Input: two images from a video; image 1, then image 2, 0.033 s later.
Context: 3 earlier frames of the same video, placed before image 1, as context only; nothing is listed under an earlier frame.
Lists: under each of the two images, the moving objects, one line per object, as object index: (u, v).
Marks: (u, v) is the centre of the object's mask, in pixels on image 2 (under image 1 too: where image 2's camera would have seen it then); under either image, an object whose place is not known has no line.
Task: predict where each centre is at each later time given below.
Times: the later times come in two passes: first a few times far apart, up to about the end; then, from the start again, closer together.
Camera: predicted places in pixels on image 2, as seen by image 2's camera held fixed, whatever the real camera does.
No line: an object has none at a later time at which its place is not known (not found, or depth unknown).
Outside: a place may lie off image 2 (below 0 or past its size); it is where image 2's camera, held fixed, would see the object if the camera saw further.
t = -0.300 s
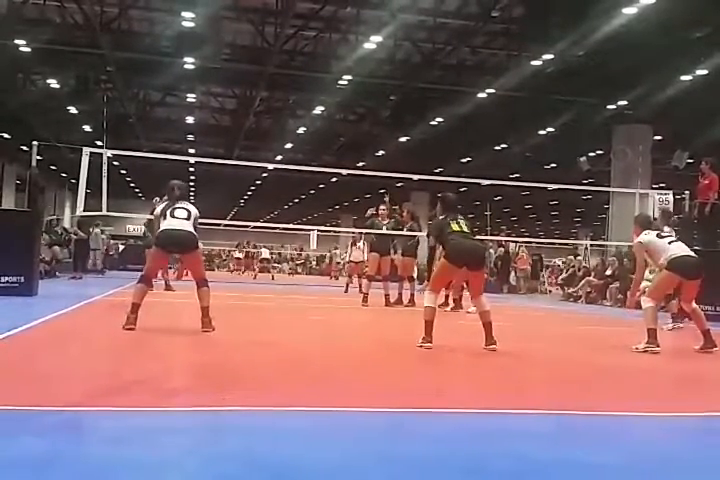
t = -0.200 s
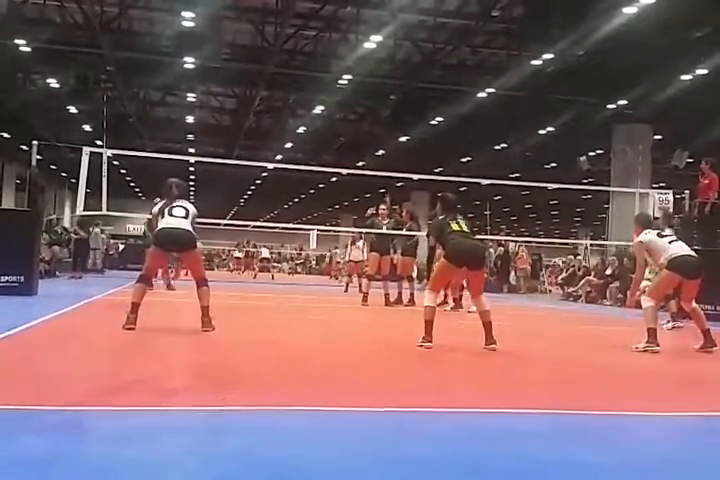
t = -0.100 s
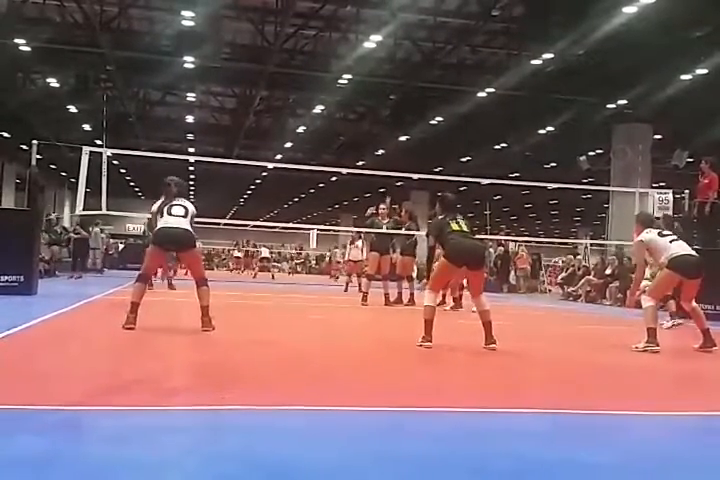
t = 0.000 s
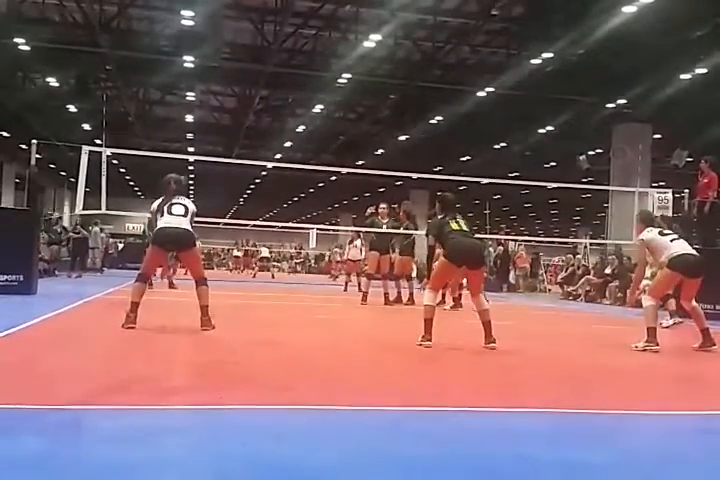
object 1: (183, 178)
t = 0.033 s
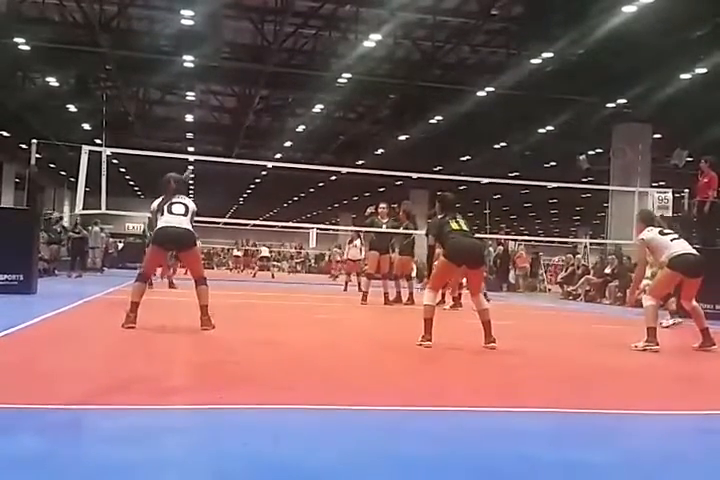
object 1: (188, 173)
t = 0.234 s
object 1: (229, 143)
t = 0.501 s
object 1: (292, 118)
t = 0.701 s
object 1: (355, 129)
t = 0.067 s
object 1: (194, 168)
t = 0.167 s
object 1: (215, 151)
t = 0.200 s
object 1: (222, 147)
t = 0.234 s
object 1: (229, 143)
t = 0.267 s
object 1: (235, 138)
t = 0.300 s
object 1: (243, 134)
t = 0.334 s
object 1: (250, 130)
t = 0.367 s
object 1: (258, 127)
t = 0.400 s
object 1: (266, 123)
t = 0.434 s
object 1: (275, 121)
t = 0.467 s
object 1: (283, 120)
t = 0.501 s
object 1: (292, 118)
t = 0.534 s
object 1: (302, 117)
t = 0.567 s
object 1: (311, 118)
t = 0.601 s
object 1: (321, 119)
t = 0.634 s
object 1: (332, 122)
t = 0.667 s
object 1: (343, 125)
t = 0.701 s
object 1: (355, 129)
